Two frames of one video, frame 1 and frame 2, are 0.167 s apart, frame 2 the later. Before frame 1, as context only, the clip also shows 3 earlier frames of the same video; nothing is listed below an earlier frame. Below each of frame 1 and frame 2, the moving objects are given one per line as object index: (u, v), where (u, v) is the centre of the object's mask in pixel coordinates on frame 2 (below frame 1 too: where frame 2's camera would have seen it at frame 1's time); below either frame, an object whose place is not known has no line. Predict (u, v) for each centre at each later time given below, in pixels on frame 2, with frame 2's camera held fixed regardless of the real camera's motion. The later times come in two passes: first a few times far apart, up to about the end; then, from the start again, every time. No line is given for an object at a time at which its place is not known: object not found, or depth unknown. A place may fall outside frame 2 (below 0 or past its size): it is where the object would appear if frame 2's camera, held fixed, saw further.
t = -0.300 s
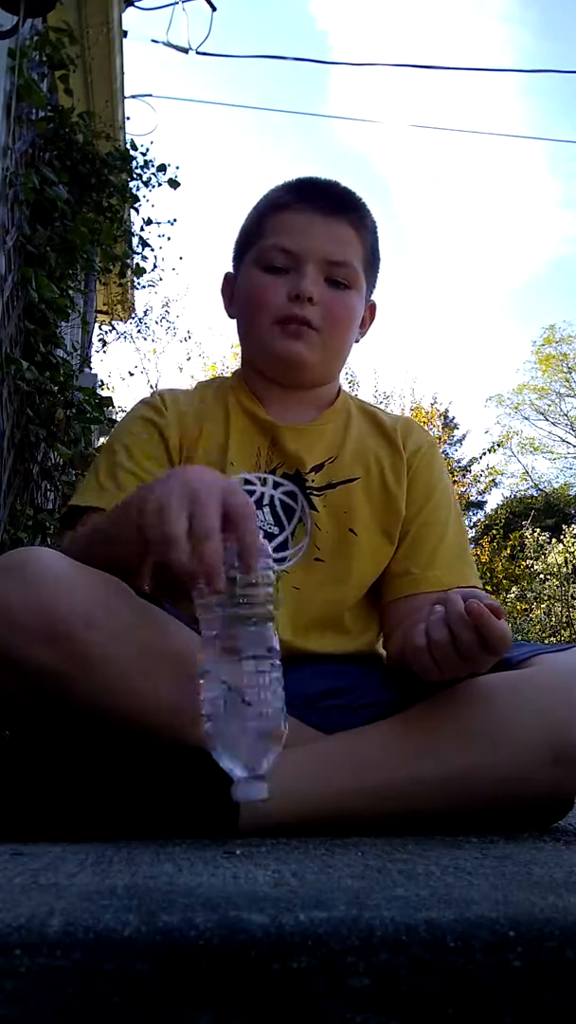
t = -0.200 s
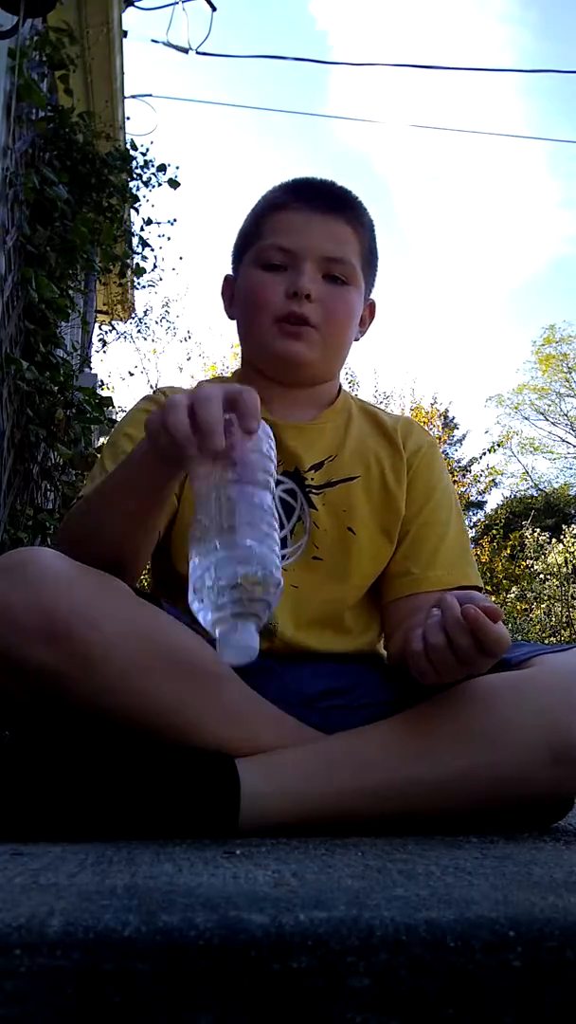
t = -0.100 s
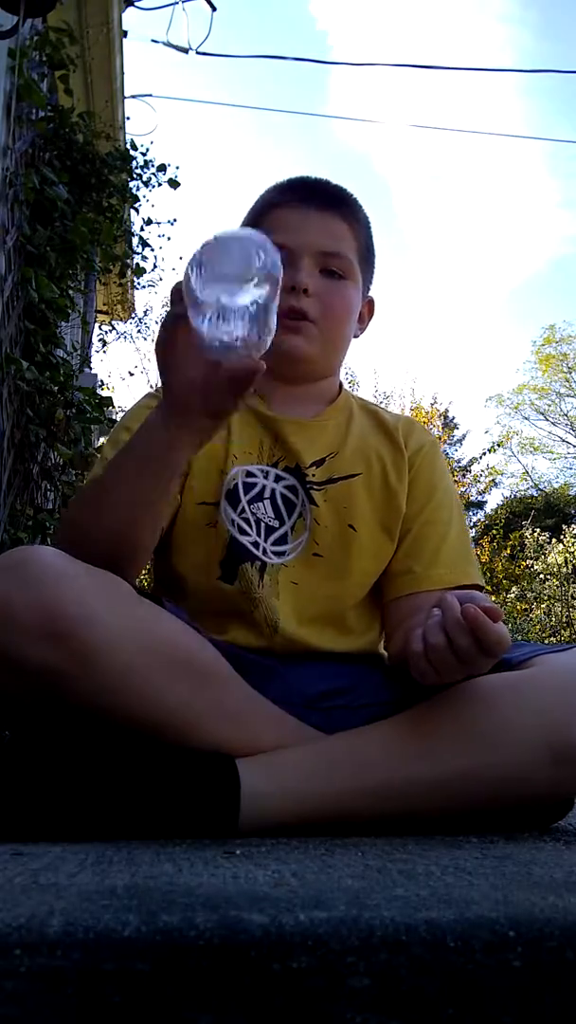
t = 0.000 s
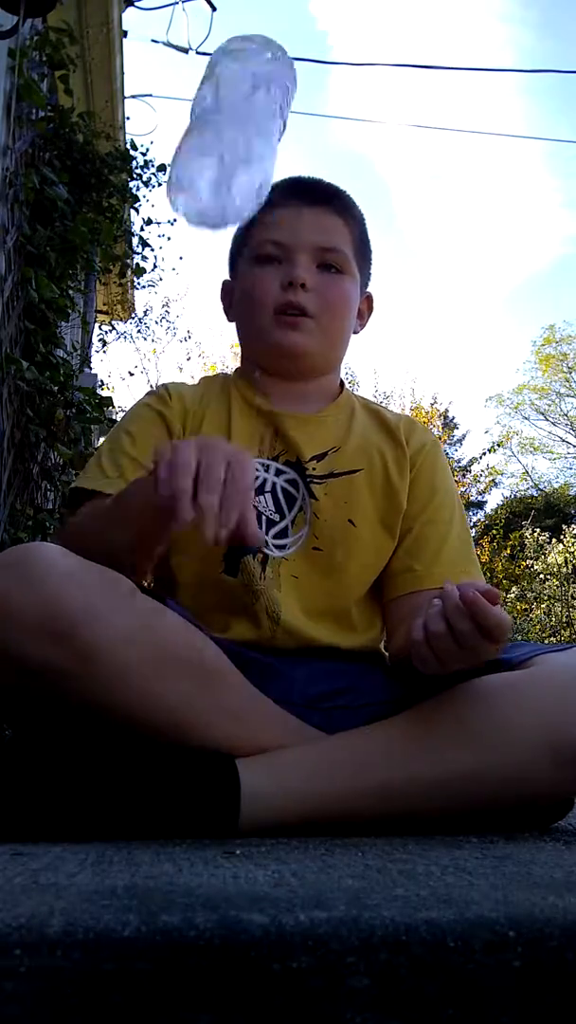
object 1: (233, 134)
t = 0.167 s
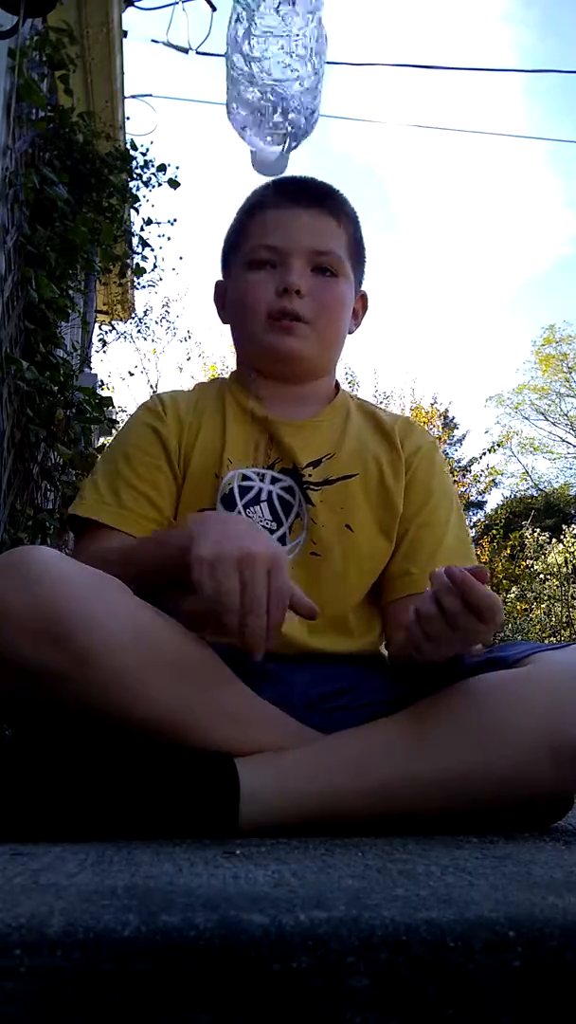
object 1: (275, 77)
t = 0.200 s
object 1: (281, 98)
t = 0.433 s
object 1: (401, 695)
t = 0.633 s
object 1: (504, 818)
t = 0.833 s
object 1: (520, 821)
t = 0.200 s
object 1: (281, 98)
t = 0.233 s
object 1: (290, 125)
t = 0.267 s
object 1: (299, 174)
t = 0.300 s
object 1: (307, 266)
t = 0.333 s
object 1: (314, 386)
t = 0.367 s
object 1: (321, 542)
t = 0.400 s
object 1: (344, 670)
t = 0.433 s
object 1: (401, 695)
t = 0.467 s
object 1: (427, 756)
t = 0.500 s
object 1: (430, 809)
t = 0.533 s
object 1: (452, 818)
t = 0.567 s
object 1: (474, 817)
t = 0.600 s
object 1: (492, 818)
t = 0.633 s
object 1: (504, 818)
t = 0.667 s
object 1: (514, 820)
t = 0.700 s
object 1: (514, 820)
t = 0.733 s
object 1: (515, 820)
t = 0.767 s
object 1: (516, 821)
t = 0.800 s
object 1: (519, 821)
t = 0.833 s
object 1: (520, 821)
